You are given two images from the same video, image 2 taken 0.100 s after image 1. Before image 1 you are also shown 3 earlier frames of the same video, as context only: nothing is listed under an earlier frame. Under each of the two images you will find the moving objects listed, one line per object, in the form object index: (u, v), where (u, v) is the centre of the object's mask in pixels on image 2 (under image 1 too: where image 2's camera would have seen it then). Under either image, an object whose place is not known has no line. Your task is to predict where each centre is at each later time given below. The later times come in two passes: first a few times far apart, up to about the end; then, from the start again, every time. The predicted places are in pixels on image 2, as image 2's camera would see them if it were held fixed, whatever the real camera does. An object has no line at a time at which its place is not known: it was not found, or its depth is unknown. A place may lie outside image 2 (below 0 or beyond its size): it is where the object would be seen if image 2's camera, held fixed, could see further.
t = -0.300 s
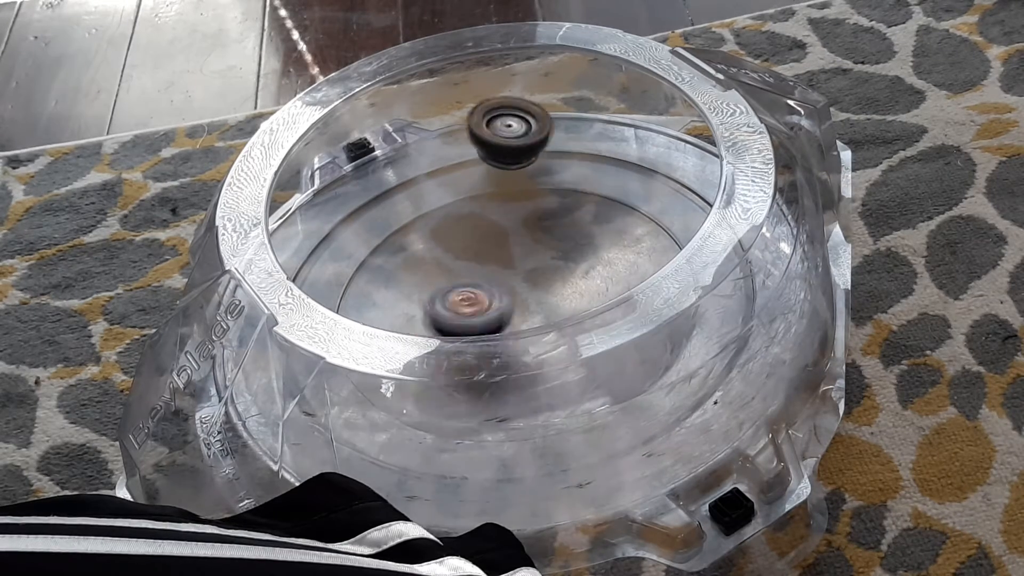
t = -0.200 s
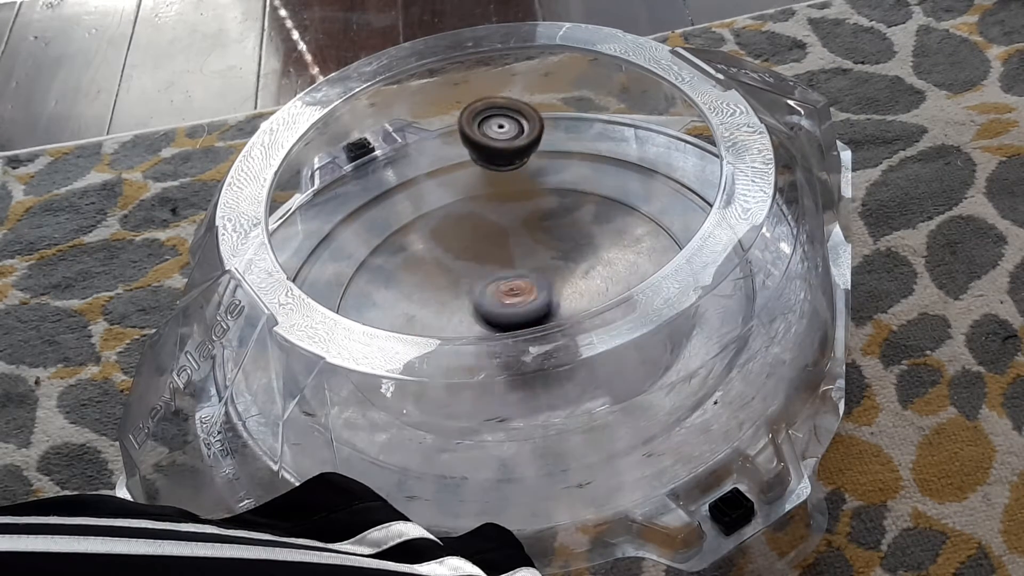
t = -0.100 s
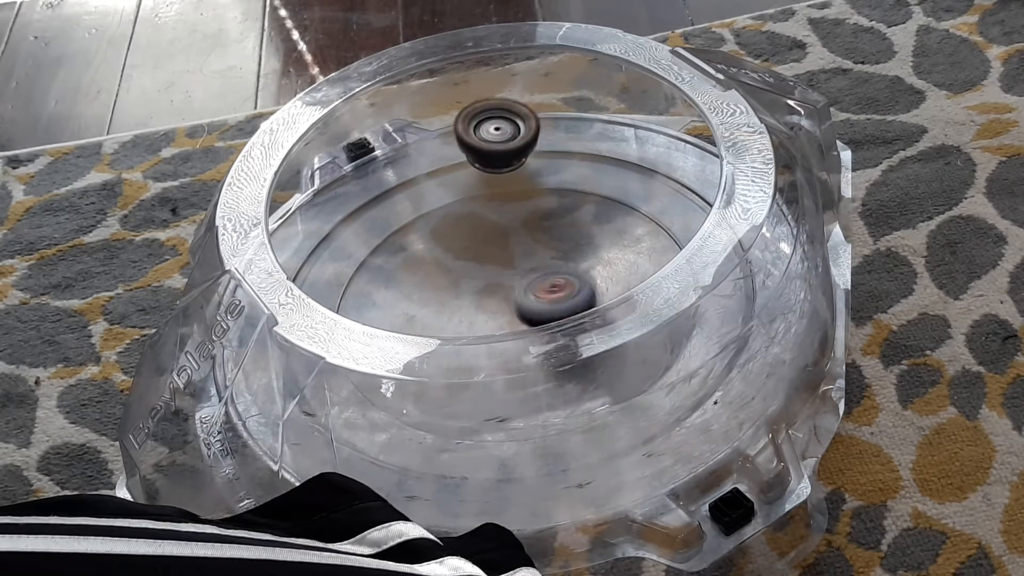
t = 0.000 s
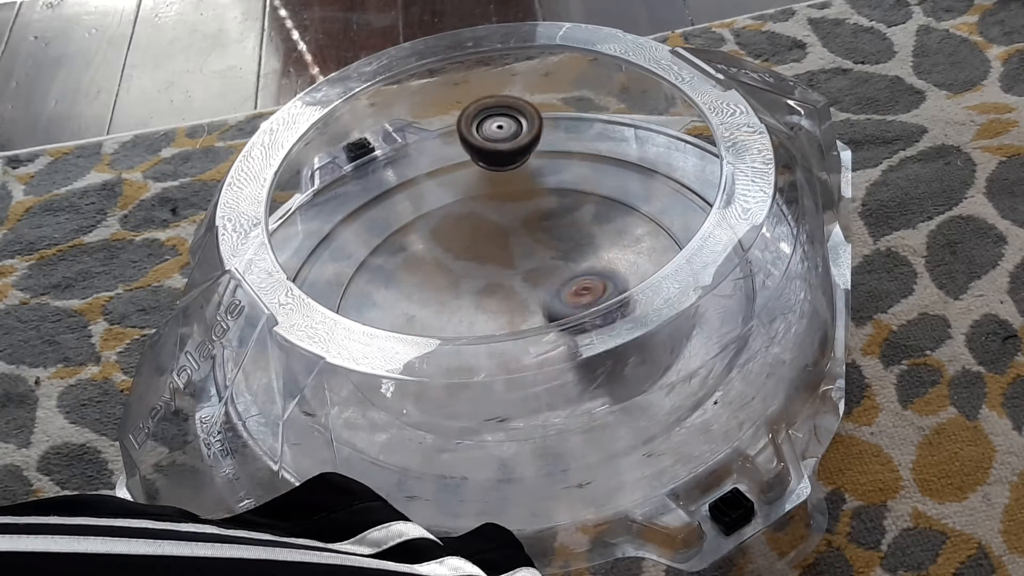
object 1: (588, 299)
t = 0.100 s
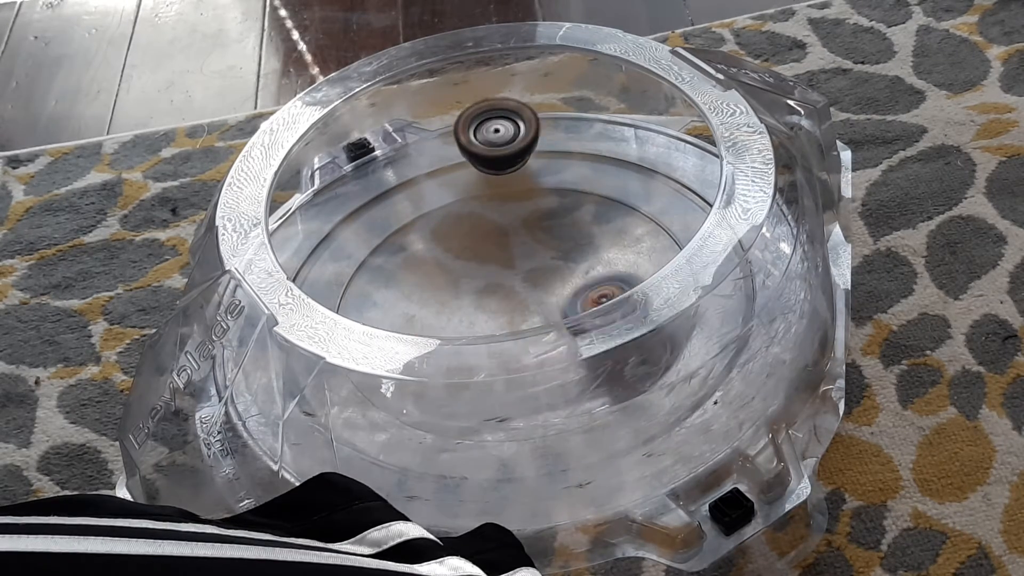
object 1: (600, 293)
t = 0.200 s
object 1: (594, 299)
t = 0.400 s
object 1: (532, 312)
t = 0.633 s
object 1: (488, 266)
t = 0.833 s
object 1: (485, 311)
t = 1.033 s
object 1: (459, 334)
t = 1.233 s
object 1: (433, 323)
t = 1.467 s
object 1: (462, 316)
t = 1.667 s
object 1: (481, 313)
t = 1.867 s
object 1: (489, 314)
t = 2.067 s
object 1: (448, 305)
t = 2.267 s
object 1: (490, 284)
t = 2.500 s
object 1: (533, 256)
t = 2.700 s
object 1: (568, 273)
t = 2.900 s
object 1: (563, 299)
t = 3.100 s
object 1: (522, 313)
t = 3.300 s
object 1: (478, 318)
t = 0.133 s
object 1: (600, 294)
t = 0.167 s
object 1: (599, 297)
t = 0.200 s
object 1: (594, 299)
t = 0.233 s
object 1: (599, 304)
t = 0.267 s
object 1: (570, 313)
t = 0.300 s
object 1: (569, 307)
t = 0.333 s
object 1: (555, 328)
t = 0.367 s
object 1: (544, 310)
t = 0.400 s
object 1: (532, 312)
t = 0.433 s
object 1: (520, 308)
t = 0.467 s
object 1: (511, 304)
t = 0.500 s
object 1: (504, 299)
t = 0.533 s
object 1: (498, 293)
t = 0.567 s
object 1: (493, 283)
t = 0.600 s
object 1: (490, 275)
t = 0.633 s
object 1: (488, 266)
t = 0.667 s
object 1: (489, 263)
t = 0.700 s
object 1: (488, 279)
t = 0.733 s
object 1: (488, 290)
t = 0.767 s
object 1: (488, 301)
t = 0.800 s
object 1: (488, 307)
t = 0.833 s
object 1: (485, 311)
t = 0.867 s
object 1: (484, 315)
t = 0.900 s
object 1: (480, 317)
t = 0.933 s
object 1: (474, 320)
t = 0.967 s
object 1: (469, 334)
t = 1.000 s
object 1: (463, 337)
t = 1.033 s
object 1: (459, 334)
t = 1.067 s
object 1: (453, 335)
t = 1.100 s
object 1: (446, 324)
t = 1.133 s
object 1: (440, 324)
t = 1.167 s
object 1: (438, 323)
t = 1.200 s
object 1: (434, 323)
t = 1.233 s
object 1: (433, 323)
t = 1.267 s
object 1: (438, 323)
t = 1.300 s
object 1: (441, 322)
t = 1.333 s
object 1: (446, 321)
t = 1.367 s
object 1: (444, 320)
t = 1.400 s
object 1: (446, 319)
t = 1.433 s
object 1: (453, 317)
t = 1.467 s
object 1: (462, 316)
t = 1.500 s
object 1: (473, 314)
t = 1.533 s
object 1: (483, 313)
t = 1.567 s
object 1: (481, 314)
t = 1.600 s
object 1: (475, 315)
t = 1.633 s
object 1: (475, 314)
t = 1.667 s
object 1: (481, 313)
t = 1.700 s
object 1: (488, 313)
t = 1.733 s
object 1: (495, 312)
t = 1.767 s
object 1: (505, 312)
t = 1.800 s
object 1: (513, 311)
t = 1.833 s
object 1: (505, 312)
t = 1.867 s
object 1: (489, 314)
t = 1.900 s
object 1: (475, 315)
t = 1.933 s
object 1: (465, 314)
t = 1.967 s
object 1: (456, 313)
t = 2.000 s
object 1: (452, 311)
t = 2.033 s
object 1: (449, 308)
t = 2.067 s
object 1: (448, 305)
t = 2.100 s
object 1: (450, 301)
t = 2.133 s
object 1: (455, 295)
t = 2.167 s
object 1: (461, 291)
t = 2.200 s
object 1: (471, 287)
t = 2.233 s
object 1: (480, 286)
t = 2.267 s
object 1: (490, 284)
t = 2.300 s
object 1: (501, 283)
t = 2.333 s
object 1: (508, 277)
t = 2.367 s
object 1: (511, 267)
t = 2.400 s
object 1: (515, 261)
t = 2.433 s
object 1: (520, 257)
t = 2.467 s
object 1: (526, 256)
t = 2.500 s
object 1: (533, 256)
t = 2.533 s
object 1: (540, 257)
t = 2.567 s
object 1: (548, 258)
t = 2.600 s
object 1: (555, 260)
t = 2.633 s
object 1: (561, 263)
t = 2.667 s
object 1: (564, 267)
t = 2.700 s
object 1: (568, 273)
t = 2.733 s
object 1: (567, 280)
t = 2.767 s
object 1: (565, 286)
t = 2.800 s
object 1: (561, 291)
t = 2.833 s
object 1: (565, 293)
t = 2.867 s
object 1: (565, 295)
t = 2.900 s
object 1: (563, 299)
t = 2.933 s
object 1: (559, 302)
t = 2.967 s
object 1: (552, 306)
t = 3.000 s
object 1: (543, 309)
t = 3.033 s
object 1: (534, 312)
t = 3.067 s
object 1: (526, 313)
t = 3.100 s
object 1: (522, 313)
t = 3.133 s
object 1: (513, 315)
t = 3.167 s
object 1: (506, 327)
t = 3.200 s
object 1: (499, 333)
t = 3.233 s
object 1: (492, 333)
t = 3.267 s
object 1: (486, 319)
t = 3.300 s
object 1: (478, 318)
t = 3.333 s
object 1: (472, 317)
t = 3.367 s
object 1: (469, 315)
